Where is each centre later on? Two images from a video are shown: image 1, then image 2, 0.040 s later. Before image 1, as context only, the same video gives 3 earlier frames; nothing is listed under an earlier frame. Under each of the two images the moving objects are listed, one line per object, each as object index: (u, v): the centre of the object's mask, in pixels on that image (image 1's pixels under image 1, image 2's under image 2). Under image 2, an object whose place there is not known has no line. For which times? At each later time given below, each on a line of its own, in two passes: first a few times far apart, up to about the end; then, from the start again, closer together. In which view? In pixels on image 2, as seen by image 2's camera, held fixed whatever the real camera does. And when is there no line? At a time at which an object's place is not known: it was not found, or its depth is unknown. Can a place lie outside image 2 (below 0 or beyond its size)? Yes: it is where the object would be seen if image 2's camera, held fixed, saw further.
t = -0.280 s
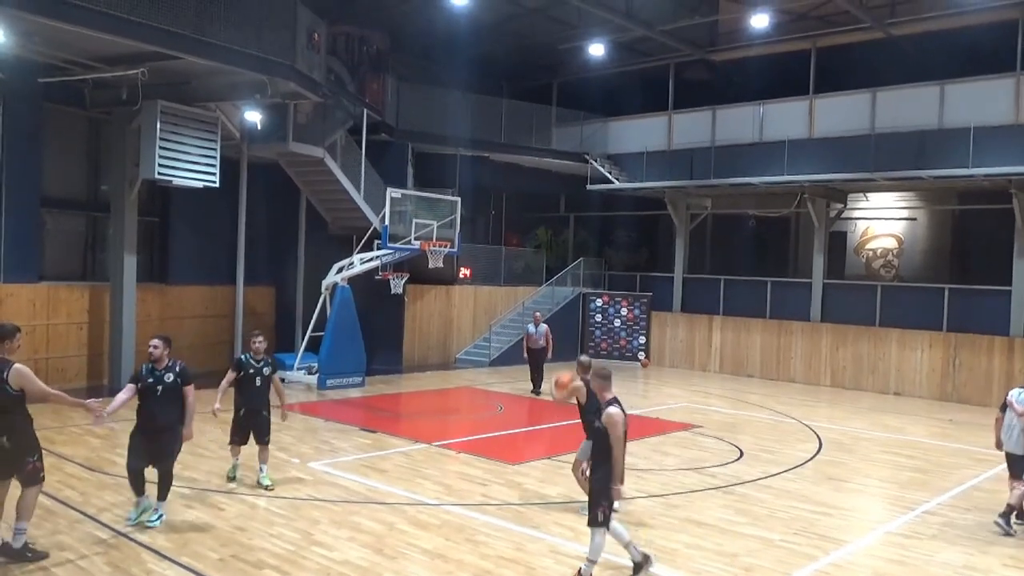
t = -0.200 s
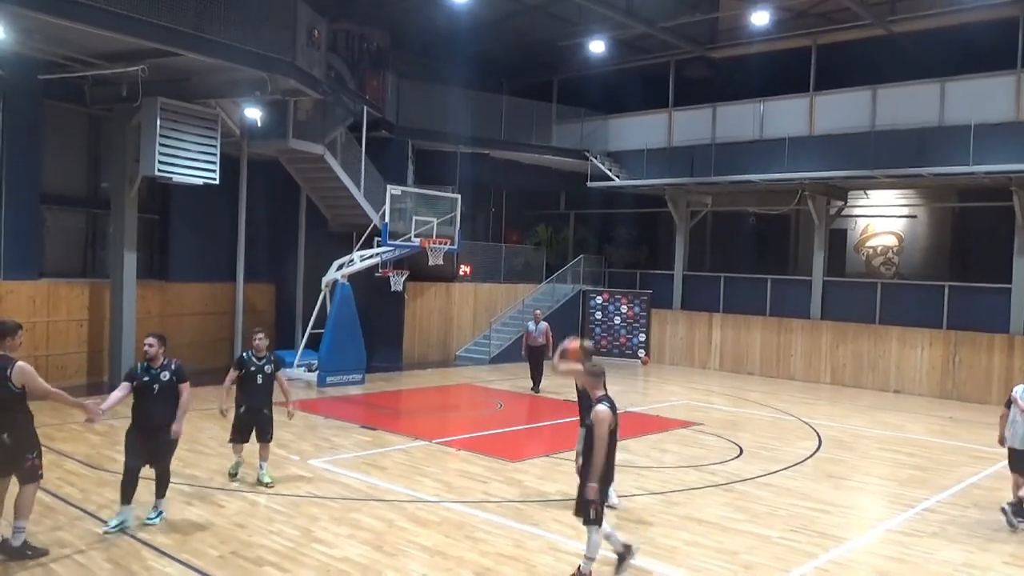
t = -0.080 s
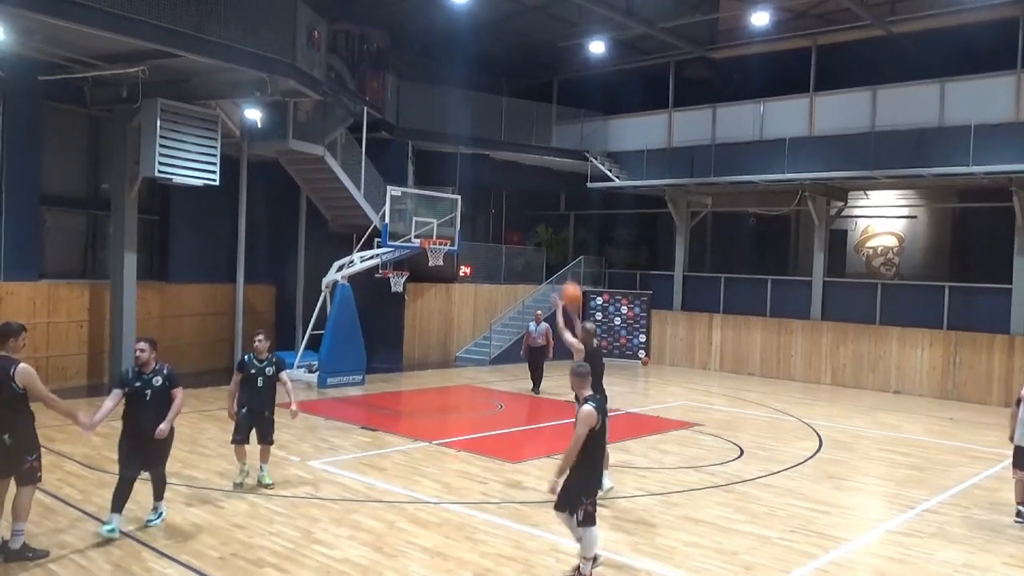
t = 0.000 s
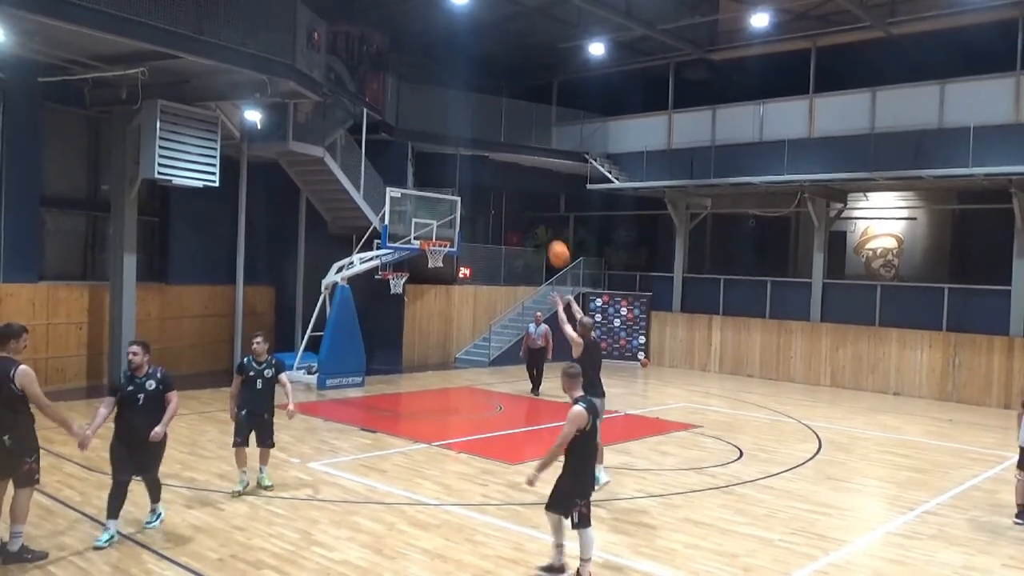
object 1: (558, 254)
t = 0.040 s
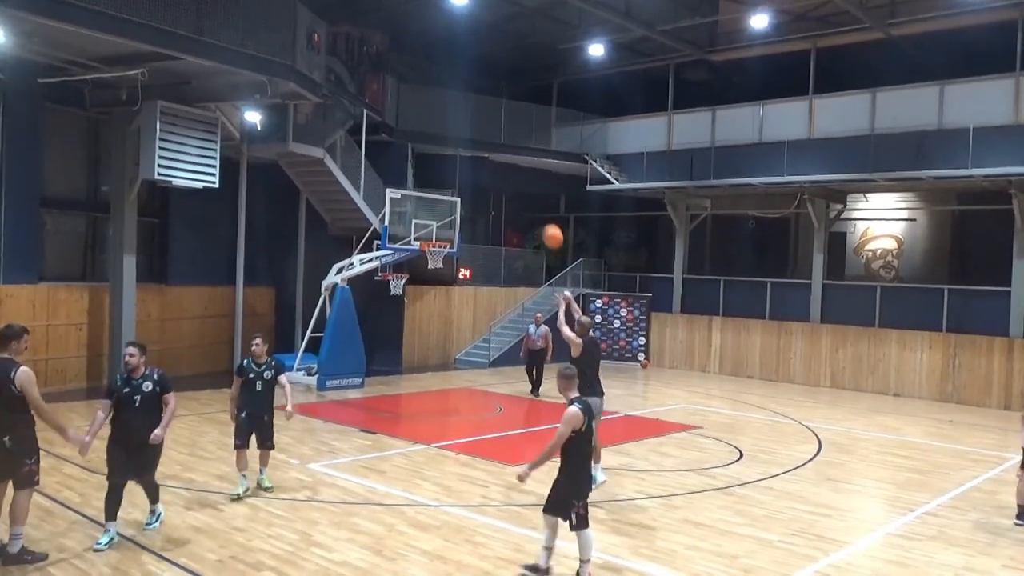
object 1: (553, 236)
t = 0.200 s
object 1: (530, 183)
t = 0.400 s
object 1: (506, 149)
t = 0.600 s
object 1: (485, 146)
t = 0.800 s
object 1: (467, 167)
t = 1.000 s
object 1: (451, 207)
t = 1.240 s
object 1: (436, 254)
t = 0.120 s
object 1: (541, 205)
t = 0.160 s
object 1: (536, 193)
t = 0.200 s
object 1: (530, 183)
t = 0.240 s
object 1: (525, 173)
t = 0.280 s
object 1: (520, 165)
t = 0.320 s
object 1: (515, 159)
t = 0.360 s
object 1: (510, 153)
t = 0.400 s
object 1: (506, 149)
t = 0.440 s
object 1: (502, 146)
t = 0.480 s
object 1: (497, 144)
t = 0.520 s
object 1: (493, 144)
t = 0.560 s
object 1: (489, 145)
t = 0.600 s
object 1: (485, 146)
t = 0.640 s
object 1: (482, 149)
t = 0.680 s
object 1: (478, 152)
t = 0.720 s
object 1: (475, 156)
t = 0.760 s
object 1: (471, 161)
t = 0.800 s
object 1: (467, 167)
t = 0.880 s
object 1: (461, 180)
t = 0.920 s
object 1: (458, 188)
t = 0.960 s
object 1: (455, 196)
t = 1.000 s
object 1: (451, 207)
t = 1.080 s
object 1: (445, 226)
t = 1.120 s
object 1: (442, 235)
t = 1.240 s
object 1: (436, 254)
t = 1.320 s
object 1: (434, 255)
